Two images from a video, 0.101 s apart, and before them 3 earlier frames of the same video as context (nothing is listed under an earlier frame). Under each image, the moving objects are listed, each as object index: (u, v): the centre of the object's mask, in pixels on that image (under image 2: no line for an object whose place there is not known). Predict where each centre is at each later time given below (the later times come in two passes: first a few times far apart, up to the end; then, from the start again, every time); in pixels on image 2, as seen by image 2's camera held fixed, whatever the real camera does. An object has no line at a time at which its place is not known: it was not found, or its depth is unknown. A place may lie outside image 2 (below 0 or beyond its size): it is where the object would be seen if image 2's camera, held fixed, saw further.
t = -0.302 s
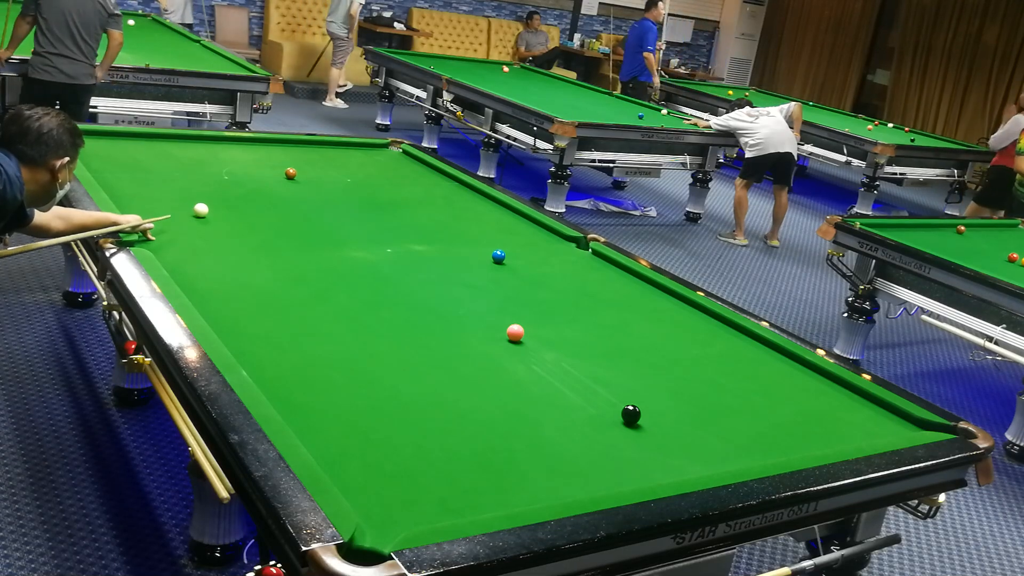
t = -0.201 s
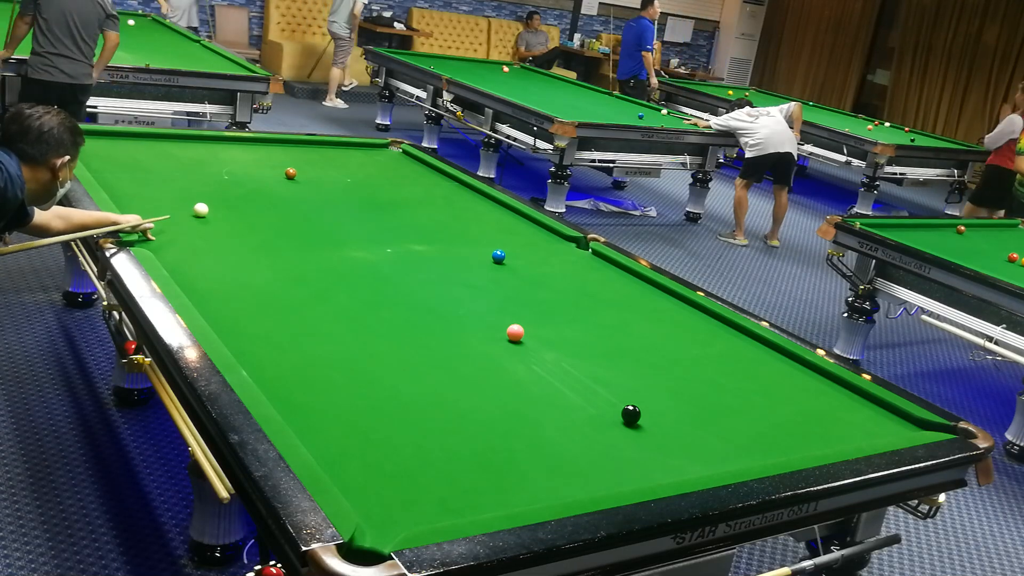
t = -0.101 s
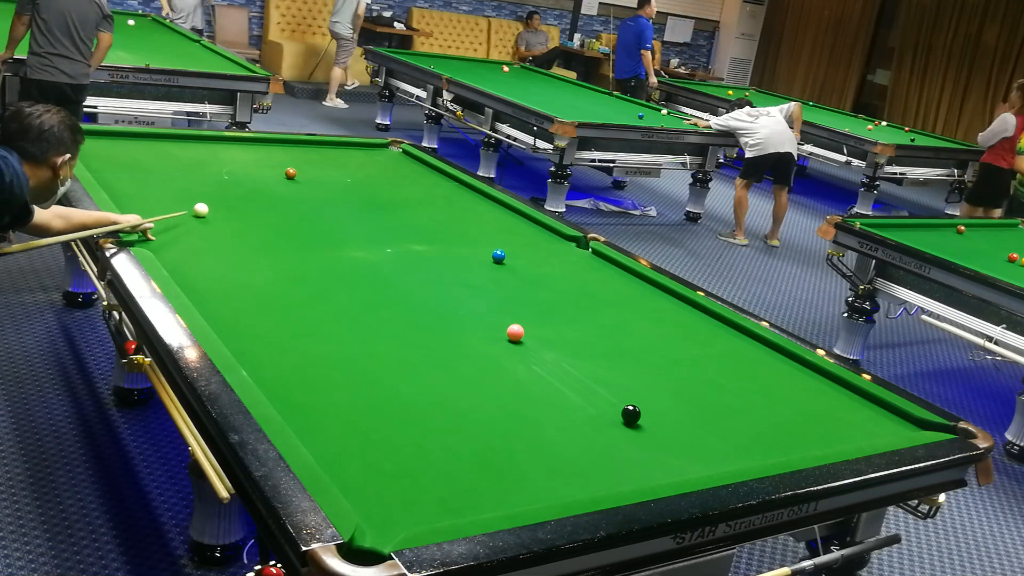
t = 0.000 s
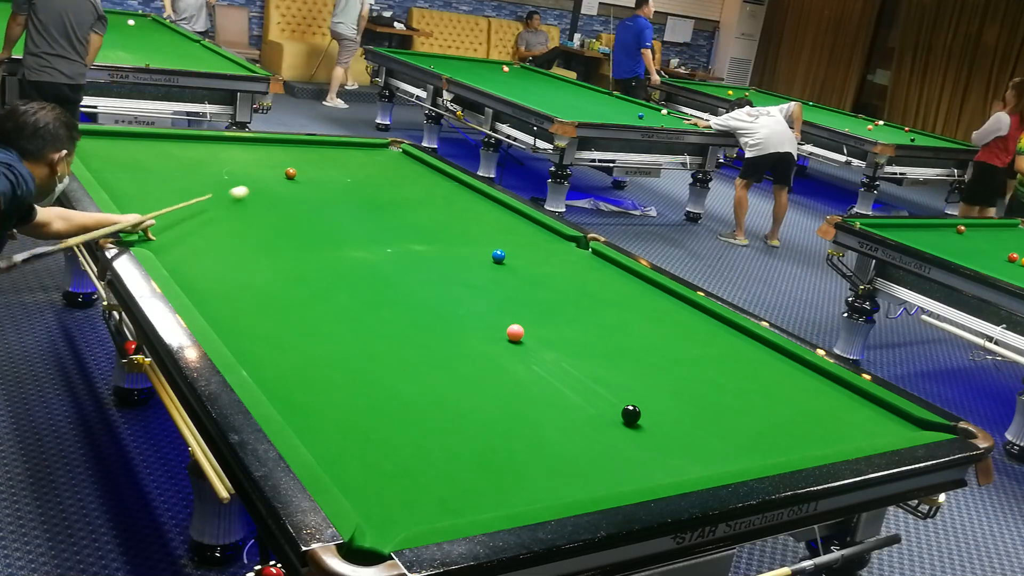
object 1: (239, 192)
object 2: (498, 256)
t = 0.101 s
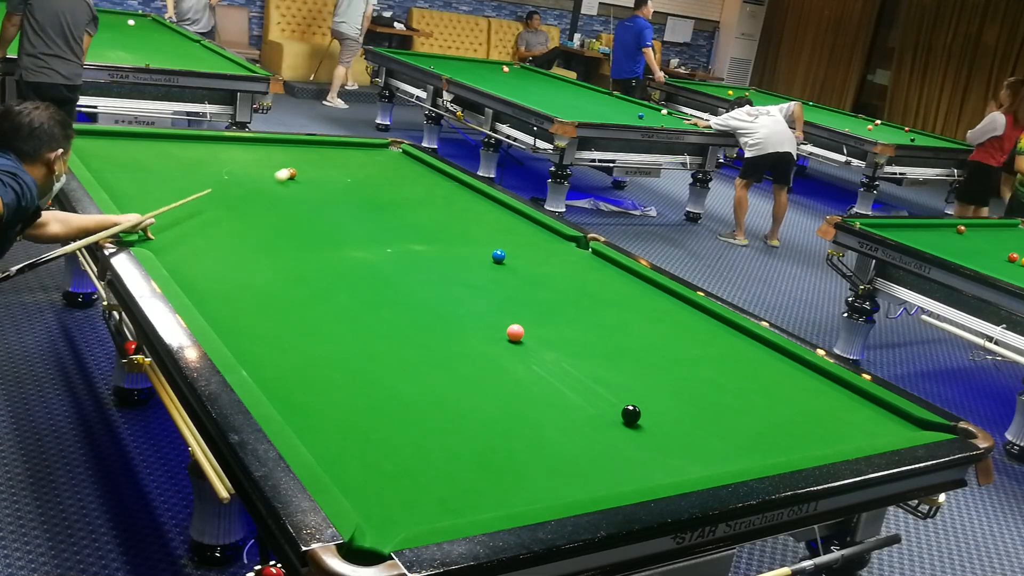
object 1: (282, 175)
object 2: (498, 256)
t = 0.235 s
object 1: (278, 171)
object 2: (498, 256)
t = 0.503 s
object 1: (274, 162)
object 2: (498, 256)
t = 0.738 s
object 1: (284, 151)
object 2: (498, 256)
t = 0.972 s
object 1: (294, 141)
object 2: (498, 255)
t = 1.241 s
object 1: (333, 151)
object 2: (498, 256)
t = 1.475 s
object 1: (367, 160)
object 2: (498, 256)
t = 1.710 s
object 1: (401, 169)
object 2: (498, 256)
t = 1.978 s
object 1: (439, 180)
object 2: (498, 256)
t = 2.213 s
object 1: (473, 188)
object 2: (498, 256)
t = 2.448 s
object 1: (476, 195)
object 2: (499, 256)
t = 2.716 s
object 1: (478, 203)
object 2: (498, 256)
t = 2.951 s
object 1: (480, 209)
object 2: (498, 256)
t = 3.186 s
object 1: (481, 216)
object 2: (498, 256)
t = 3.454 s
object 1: (483, 223)
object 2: (498, 256)
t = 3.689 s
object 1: (484, 229)
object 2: (498, 256)
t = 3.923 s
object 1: (486, 235)
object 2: (498, 256)
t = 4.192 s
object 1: (487, 242)
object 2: (498, 256)
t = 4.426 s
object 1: (488, 248)
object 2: (498, 256)
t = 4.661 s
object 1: (487, 252)
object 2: (500, 257)
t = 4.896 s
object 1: (482, 255)
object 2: (505, 259)
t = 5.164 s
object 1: (476, 257)
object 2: (509, 261)
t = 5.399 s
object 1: (472, 259)
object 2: (513, 262)
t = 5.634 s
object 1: (470, 260)
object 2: (514, 263)
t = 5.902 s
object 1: (467, 262)
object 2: (515, 264)
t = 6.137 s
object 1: (466, 263)
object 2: (515, 264)
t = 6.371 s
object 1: (466, 263)
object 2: (515, 264)
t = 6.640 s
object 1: (465, 264)
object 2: (515, 264)
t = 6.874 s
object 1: (465, 264)
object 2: (515, 264)
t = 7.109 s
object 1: (465, 263)
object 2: (515, 264)
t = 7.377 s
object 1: (465, 264)
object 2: (515, 264)
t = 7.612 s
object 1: (465, 264)
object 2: (515, 264)
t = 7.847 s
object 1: (466, 264)
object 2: (515, 264)
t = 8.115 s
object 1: (465, 263)
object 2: (515, 264)
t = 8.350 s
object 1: (465, 264)
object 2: (515, 264)
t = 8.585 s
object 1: (465, 264)
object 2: (515, 264)
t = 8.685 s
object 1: (465, 264)
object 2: (515, 264)
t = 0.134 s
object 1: (284, 170)
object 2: (498, 256)
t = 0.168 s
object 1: (282, 168)
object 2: (498, 256)
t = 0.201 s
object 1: (280, 169)
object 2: (498, 256)
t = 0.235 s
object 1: (278, 171)
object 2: (498, 256)
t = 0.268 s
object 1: (277, 169)
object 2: (498, 256)
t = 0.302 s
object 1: (275, 169)
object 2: (498, 256)
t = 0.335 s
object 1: (275, 168)
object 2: (498, 256)
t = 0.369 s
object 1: (274, 167)
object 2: (498, 256)
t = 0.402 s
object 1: (273, 166)
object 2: (498, 256)
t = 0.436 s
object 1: (273, 165)
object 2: (498, 256)
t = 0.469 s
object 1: (274, 163)
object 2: (498, 256)
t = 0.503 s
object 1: (274, 162)
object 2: (498, 256)
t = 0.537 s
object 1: (275, 160)
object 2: (498, 256)
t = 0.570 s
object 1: (276, 159)
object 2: (498, 256)
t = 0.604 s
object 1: (278, 157)
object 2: (498, 256)
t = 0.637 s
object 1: (279, 156)
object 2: (498, 256)
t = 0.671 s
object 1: (281, 154)
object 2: (498, 256)
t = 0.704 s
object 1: (282, 152)
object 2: (498, 256)
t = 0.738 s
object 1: (284, 151)
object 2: (498, 256)
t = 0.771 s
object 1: (285, 149)
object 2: (498, 256)
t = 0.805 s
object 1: (287, 148)
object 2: (499, 256)
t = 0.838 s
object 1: (289, 146)
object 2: (499, 256)
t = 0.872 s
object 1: (290, 145)
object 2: (499, 256)
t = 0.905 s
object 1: (291, 144)
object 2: (499, 256)
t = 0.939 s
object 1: (292, 142)
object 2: (498, 256)
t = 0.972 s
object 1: (294, 141)
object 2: (498, 255)
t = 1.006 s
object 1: (298, 142)
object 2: (498, 255)
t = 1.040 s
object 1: (303, 143)
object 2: (498, 255)
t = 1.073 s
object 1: (308, 145)
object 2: (498, 256)
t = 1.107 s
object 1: (313, 146)
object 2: (498, 256)
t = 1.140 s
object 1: (318, 147)
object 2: (498, 256)
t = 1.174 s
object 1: (323, 148)
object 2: (498, 256)
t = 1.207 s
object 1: (328, 150)
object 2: (498, 256)
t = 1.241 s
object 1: (333, 151)
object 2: (498, 256)
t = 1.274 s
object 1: (338, 152)
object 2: (498, 256)
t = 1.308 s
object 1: (343, 154)
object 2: (498, 256)
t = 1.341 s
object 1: (347, 155)
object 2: (498, 256)
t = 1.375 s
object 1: (352, 156)
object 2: (498, 256)
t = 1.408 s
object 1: (358, 157)
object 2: (498, 256)
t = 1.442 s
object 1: (362, 159)
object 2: (498, 256)
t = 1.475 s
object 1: (367, 160)
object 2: (498, 256)
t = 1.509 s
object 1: (372, 162)
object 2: (498, 256)
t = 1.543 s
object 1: (377, 163)
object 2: (498, 256)
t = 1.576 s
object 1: (382, 164)
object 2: (498, 256)
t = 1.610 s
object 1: (387, 165)
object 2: (498, 256)
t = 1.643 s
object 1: (391, 167)
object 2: (498, 255)
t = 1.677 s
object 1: (396, 168)
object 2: (498, 255)
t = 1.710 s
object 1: (401, 169)
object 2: (498, 256)
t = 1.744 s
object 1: (406, 171)
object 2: (498, 256)
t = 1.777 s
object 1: (411, 172)
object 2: (498, 256)
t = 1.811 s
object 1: (416, 173)
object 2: (498, 256)
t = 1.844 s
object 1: (420, 174)
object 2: (498, 256)
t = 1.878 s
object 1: (425, 176)
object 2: (498, 256)
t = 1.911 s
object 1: (430, 177)
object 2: (498, 256)
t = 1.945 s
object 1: (435, 178)
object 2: (498, 256)
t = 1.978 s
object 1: (439, 180)
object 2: (498, 256)
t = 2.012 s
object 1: (444, 181)
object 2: (498, 256)
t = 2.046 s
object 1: (449, 182)
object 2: (498, 256)
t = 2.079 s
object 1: (454, 183)
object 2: (498, 256)
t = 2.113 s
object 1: (459, 185)
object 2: (498, 256)
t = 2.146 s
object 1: (463, 186)
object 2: (498, 256)
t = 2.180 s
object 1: (468, 187)
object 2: (498, 256)
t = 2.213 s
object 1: (473, 188)
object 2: (498, 256)
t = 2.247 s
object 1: (474, 189)
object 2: (498, 256)
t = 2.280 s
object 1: (474, 190)
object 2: (498, 256)
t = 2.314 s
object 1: (474, 192)
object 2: (498, 256)
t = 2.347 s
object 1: (475, 192)
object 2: (498, 256)
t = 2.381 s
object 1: (475, 193)
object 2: (498, 256)
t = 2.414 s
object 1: (475, 194)
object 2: (499, 256)
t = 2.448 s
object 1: (476, 195)
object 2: (499, 256)
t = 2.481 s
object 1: (476, 196)
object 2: (498, 256)
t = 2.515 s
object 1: (476, 197)
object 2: (498, 256)
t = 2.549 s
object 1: (477, 198)
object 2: (498, 256)
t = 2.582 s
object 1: (477, 199)
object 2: (499, 256)
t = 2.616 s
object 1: (477, 200)
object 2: (498, 256)
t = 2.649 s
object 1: (477, 201)
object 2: (498, 256)
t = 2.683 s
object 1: (478, 202)
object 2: (498, 256)
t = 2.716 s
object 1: (478, 203)
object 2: (498, 256)
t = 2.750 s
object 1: (478, 204)
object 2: (498, 256)
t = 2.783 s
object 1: (478, 205)
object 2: (498, 256)
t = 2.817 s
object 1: (479, 206)
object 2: (498, 256)
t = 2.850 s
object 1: (479, 207)
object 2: (498, 256)
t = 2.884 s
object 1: (479, 207)
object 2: (498, 256)
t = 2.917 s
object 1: (480, 208)
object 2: (498, 256)
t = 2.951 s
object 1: (480, 209)
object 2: (498, 256)
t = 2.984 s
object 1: (480, 210)
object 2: (498, 256)
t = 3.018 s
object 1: (480, 211)
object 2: (498, 256)
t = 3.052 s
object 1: (481, 212)
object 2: (498, 256)
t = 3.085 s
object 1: (481, 213)
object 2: (498, 256)
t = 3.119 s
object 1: (481, 214)
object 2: (498, 256)
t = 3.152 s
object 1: (481, 215)
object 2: (498, 256)
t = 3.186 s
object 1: (481, 216)
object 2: (498, 256)
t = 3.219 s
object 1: (482, 217)
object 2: (498, 256)
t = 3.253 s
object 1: (482, 218)
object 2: (498, 256)
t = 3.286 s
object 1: (482, 218)
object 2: (498, 256)
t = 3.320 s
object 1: (482, 219)
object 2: (498, 256)
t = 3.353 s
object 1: (482, 220)
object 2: (498, 256)
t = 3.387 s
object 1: (483, 221)
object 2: (498, 256)
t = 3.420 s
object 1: (483, 222)
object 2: (498, 256)
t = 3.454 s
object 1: (483, 223)
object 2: (498, 256)
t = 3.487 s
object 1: (483, 224)
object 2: (498, 256)
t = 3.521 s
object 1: (483, 225)
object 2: (498, 256)
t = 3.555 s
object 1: (484, 225)
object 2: (498, 256)
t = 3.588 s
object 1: (484, 227)
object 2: (498, 256)
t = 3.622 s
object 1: (484, 227)
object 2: (499, 256)
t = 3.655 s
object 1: (484, 228)
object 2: (498, 256)
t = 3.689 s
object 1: (484, 229)
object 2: (498, 256)
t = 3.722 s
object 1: (485, 230)
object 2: (498, 256)
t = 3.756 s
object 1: (485, 231)
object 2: (498, 256)
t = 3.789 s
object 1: (485, 232)
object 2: (498, 256)
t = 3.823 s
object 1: (485, 233)
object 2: (498, 256)
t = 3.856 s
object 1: (485, 234)
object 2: (498, 256)
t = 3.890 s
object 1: (486, 234)
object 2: (498, 256)
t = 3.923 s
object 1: (486, 235)
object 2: (498, 256)
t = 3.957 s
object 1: (486, 236)
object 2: (498, 256)
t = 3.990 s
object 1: (486, 237)
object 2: (498, 256)
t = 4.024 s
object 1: (486, 238)
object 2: (498, 256)
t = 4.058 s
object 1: (486, 239)
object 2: (498, 256)
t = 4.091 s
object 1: (486, 239)
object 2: (498, 256)
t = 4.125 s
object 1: (486, 240)
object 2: (498, 256)
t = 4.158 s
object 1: (487, 241)
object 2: (498, 256)
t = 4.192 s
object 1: (487, 242)
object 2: (498, 256)
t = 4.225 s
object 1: (487, 243)
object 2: (498, 256)
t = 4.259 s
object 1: (487, 244)
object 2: (498, 256)
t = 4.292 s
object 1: (487, 244)
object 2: (498, 256)
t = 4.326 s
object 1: (487, 245)
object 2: (498, 256)
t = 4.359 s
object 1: (488, 246)
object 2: (498, 256)
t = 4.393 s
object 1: (488, 247)
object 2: (498, 256)
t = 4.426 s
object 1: (488, 248)
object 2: (498, 256)
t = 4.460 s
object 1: (488, 248)
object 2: (498, 256)
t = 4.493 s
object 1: (488, 249)
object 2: (498, 256)
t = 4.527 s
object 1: (488, 249)
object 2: (498, 256)
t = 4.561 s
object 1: (488, 250)
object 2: (499, 256)
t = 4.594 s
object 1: (488, 251)
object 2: (499, 256)
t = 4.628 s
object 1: (488, 252)
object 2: (499, 256)
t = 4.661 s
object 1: (487, 252)
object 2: (500, 257)
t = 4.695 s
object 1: (487, 253)
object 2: (501, 257)
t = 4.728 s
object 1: (486, 253)
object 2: (501, 257)
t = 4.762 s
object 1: (485, 253)
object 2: (502, 257)
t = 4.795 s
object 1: (484, 254)
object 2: (503, 258)
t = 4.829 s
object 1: (483, 254)
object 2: (503, 258)
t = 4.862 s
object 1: (482, 254)
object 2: (504, 259)
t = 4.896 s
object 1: (482, 255)
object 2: (505, 259)
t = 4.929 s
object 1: (481, 255)
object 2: (505, 259)
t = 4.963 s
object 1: (480, 255)
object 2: (506, 259)
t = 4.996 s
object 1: (479, 256)
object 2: (507, 260)
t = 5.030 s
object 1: (479, 256)
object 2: (507, 260)
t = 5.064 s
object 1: (478, 256)
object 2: (508, 260)
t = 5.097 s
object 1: (477, 256)
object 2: (508, 261)
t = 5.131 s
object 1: (477, 257)
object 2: (509, 261)
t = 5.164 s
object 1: (476, 257)
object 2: (509, 261)
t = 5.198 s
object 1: (476, 257)
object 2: (510, 261)
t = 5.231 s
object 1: (475, 258)
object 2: (510, 261)
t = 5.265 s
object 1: (474, 258)
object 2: (511, 262)
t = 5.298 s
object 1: (474, 258)
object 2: (511, 262)
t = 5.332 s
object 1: (473, 258)
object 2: (512, 262)
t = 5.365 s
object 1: (473, 258)
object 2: (512, 262)
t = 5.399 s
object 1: (472, 259)
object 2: (513, 262)
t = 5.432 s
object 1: (472, 259)
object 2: (513, 262)
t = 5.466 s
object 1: (471, 259)
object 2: (513, 263)
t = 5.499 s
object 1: (471, 259)
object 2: (513, 263)
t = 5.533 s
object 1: (471, 260)
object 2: (513, 263)
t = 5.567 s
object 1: (470, 260)
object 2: (514, 263)
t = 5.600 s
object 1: (470, 260)
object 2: (514, 263)
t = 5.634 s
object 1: (470, 260)
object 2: (514, 263)
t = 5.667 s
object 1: (469, 261)
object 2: (514, 264)
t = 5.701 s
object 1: (469, 261)
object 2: (514, 264)
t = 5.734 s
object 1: (469, 261)
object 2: (515, 264)
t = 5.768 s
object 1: (469, 262)
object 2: (515, 264)
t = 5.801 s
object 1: (468, 262)
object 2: (515, 264)
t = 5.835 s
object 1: (468, 262)
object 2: (515, 264)
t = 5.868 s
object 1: (468, 262)
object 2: (515, 264)
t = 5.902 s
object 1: (467, 262)
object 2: (515, 264)
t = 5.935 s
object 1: (467, 262)
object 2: (515, 264)
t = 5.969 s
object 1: (467, 262)
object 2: (515, 264)
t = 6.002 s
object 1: (467, 262)
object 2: (515, 264)
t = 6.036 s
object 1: (467, 262)
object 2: (515, 264)
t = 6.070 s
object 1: (466, 262)
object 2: (515, 264)
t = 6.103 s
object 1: (466, 263)
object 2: (515, 264)
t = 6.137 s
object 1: (466, 263)
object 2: (515, 264)
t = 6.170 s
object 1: (466, 263)
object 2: (515, 264)
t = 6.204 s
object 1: (466, 263)
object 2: (515, 264)
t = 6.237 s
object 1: (466, 263)
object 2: (515, 264)
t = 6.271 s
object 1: (466, 263)
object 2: (515, 264)
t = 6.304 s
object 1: (466, 263)
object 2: (515, 264)
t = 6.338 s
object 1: (466, 263)
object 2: (515, 264)
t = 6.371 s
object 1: (466, 263)
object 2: (515, 264)
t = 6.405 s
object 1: (465, 264)
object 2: (515, 264)
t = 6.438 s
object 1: (465, 264)
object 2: (515, 264)
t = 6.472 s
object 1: (465, 264)
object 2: (515, 264)
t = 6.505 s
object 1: (465, 264)
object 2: (515, 264)
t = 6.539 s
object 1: (465, 264)
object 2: (515, 264)
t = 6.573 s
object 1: (465, 264)
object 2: (515, 264)
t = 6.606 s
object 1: (465, 264)
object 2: (515, 264)
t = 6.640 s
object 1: (465, 264)
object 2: (515, 264)
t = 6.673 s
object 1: (465, 264)
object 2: (515, 264)
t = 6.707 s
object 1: (465, 264)
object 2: (515, 264)
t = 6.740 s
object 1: (465, 264)
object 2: (515, 264)
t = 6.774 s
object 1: (465, 264)
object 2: (515, 264)
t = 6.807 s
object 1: (465, 264)
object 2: (515, 264)
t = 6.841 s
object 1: (465, 264)
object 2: (515, 264)
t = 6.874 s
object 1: (465, 264)
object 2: (515, 264)
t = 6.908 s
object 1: (465, 264)
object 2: (515, 264)
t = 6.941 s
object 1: (465, 264)
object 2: (515, 264)
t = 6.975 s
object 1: (465, 264)
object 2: (515, 264)
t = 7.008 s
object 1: (466, 264)
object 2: (515, 264)
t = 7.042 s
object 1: (465, 264)
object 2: (515, 264)
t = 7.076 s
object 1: (465, 263)
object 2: (515, 264)
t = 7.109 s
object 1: (465, 263)
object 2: (515, 264)
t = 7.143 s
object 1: (465, 263)
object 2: (515, 264)
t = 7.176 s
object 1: (466, 263)
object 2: (515, 264)
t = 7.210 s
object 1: (466, 263)
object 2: (515, 264)
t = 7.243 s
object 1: (466, 263)
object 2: (515, 264)
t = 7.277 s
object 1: (466, 264)
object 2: (515, 264)
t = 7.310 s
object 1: (465, 263)
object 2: (515, 264)
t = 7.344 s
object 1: (465, 264)
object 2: (515, 264)
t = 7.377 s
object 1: (465, 264)
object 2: (515, 264)
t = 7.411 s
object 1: (465, 264)
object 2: (515, 264)
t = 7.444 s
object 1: (465, 264)
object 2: (515, 264)
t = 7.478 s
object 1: (466, 264)
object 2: (515, 264)
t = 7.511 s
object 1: (466, 264)
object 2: (515, 264)
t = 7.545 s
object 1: (465, 264)
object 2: (515, 264)
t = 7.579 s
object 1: (465, 264)
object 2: (515, 264)
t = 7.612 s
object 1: (465, 264)
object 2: (515, 264)
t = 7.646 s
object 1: (465, 264)
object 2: (515, 264)
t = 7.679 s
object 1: (465, 264)
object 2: (515, 264)
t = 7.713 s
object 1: (465, 264)
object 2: (515, 264)
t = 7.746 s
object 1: (465, 264)
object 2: (515, 264)
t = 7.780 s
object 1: (465, 264)
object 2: (515, 264)
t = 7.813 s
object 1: (465, 264)
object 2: (515, 264)
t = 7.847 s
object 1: (466, 264)
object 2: (515, 264)
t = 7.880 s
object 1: (465, 264)
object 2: (515, 264)
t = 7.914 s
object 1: (465, 264)
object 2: (515, 264)
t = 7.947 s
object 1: (465, 264)
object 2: (515, 264)
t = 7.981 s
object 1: (465, 264)
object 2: (515, 264)
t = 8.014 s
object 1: (465, 264)
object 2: (515, 264)
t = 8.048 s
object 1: (465, 264)
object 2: (515, 264)
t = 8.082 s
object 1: (465, 264)
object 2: (515, 264)
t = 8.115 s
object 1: (465, 263)
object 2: (515, 264)
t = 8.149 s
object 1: (465, 264)
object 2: (515, 264)
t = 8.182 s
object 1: (465, 263)
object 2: (515, 264)
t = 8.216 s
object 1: (465, 264)
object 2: (515, 264)
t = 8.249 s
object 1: (465, 264)
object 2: (515, 264)
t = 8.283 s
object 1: (465, 264)
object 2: (515, 264)
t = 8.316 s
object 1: (465, 264)
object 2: (515, 264)
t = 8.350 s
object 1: (465, 264)
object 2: (515, 264)
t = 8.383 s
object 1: (465, 263)
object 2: (515, 264)
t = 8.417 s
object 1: (465, 263)
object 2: (515, 264)
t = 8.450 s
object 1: (465, 264)
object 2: (515, 264)
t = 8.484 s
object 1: (465, 263)
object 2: (515, 264)
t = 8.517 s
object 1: (465, 263)
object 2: (515, 264)
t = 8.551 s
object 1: (465, 264)
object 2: (515, 264)
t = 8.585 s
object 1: (465, 264)
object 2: (515, 264)
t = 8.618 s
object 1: (465, 264)
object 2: (515, 264)
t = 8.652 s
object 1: (465, 264)
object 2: (515, 264)
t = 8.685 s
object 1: (465, 264)
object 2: (515, 264)
